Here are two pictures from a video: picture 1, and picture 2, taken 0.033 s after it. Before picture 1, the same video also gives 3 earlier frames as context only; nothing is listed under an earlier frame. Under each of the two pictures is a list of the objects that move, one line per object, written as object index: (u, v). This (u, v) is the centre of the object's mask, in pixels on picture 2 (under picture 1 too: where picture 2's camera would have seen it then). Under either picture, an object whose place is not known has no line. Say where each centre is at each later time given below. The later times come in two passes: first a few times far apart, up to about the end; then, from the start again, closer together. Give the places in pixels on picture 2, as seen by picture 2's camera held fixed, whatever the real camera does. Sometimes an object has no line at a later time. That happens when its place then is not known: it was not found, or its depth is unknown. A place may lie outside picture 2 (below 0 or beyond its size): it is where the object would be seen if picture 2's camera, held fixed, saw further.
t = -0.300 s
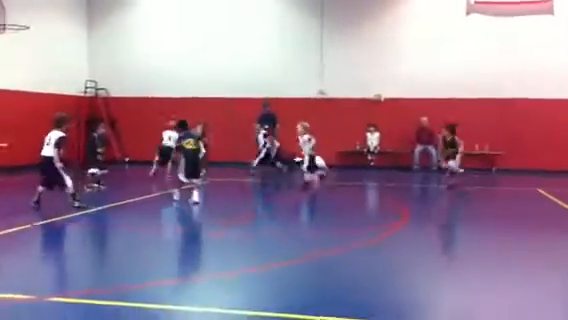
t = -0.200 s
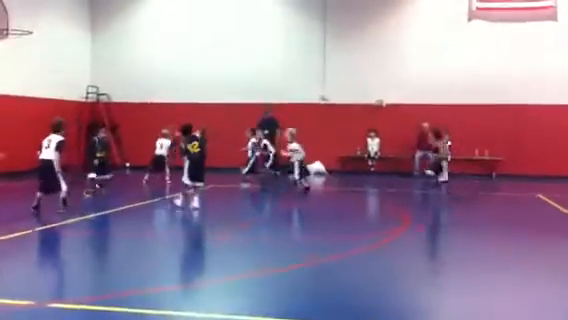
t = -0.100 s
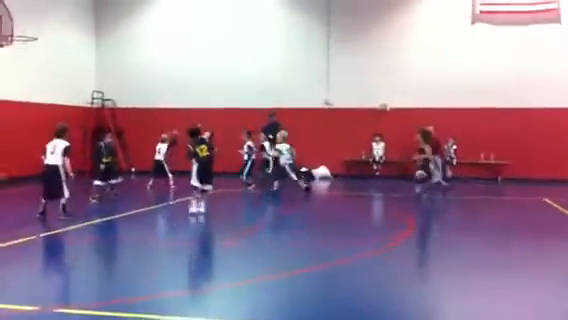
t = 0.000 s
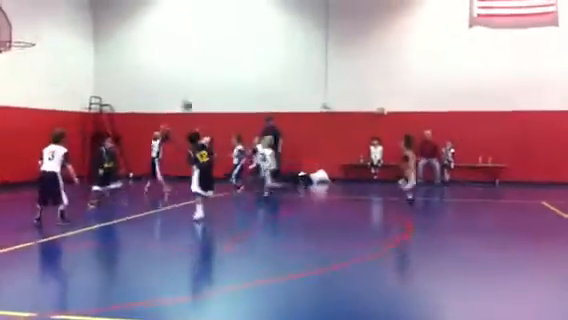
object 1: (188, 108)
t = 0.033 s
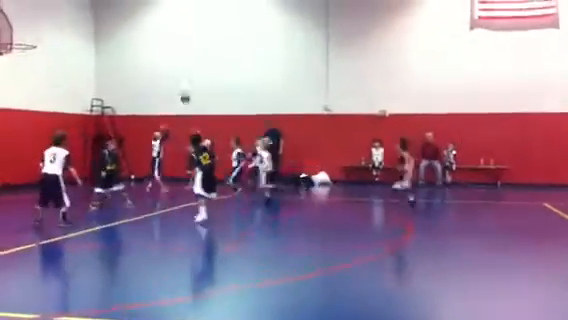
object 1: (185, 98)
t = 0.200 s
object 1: (167, 54)
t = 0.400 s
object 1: (142, 12)
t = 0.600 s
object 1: (115, -14)
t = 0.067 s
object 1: (181, 87)
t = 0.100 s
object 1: (178, 79)
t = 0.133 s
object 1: (174, 70)
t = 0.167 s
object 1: (170, 62)
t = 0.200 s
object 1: (167, 54)
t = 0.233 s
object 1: (163, 46)
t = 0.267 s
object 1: (159, 38)
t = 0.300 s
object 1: (155, 32)
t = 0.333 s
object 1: (151, 25)
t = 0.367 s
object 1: (146, 18)
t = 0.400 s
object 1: (142, 12)
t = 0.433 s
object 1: (138, 7)
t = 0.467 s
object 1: (134, -1)
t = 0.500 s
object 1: (130, -4)
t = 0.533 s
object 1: (124, -8)
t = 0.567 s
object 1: (120, -12)
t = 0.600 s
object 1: (115, -14)
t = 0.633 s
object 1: (111, -16)
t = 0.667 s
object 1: (107, -18)
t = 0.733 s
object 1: (97, -19)
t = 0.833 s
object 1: (82, -17)
